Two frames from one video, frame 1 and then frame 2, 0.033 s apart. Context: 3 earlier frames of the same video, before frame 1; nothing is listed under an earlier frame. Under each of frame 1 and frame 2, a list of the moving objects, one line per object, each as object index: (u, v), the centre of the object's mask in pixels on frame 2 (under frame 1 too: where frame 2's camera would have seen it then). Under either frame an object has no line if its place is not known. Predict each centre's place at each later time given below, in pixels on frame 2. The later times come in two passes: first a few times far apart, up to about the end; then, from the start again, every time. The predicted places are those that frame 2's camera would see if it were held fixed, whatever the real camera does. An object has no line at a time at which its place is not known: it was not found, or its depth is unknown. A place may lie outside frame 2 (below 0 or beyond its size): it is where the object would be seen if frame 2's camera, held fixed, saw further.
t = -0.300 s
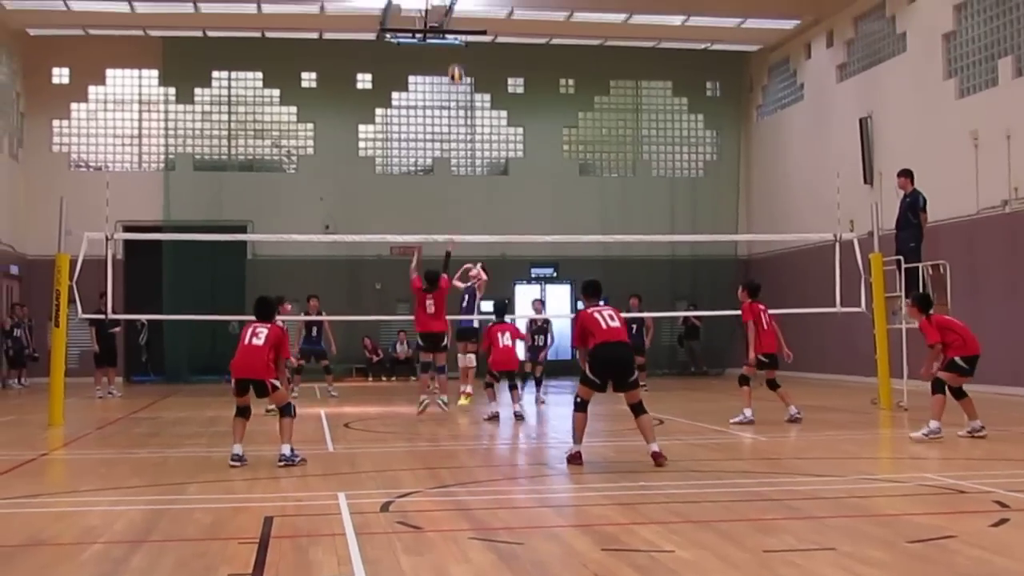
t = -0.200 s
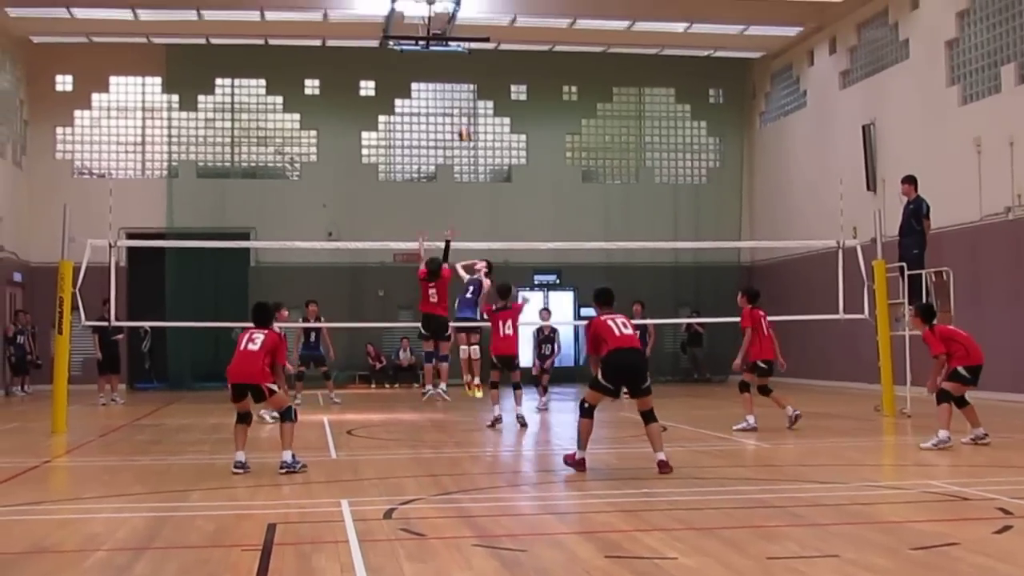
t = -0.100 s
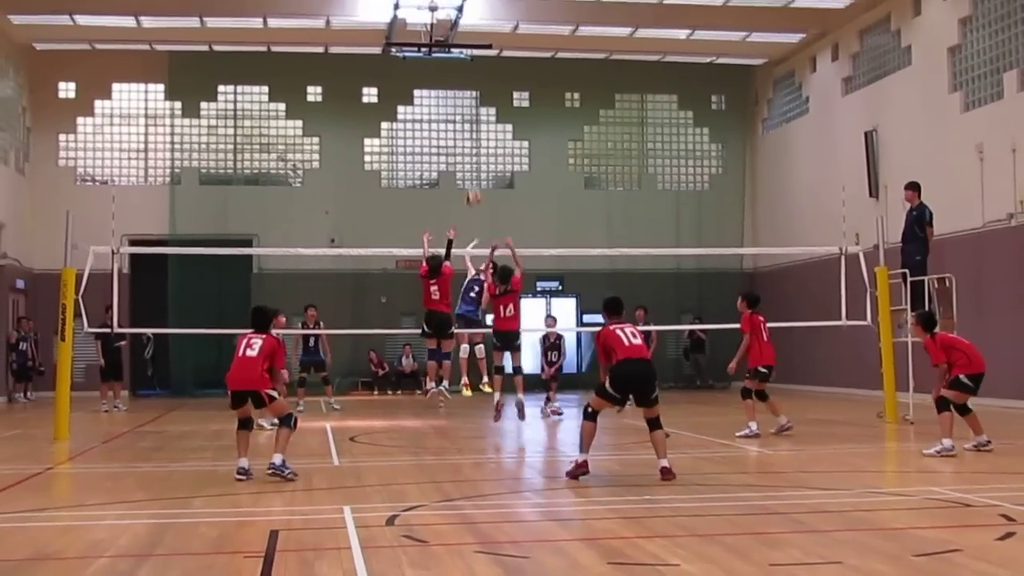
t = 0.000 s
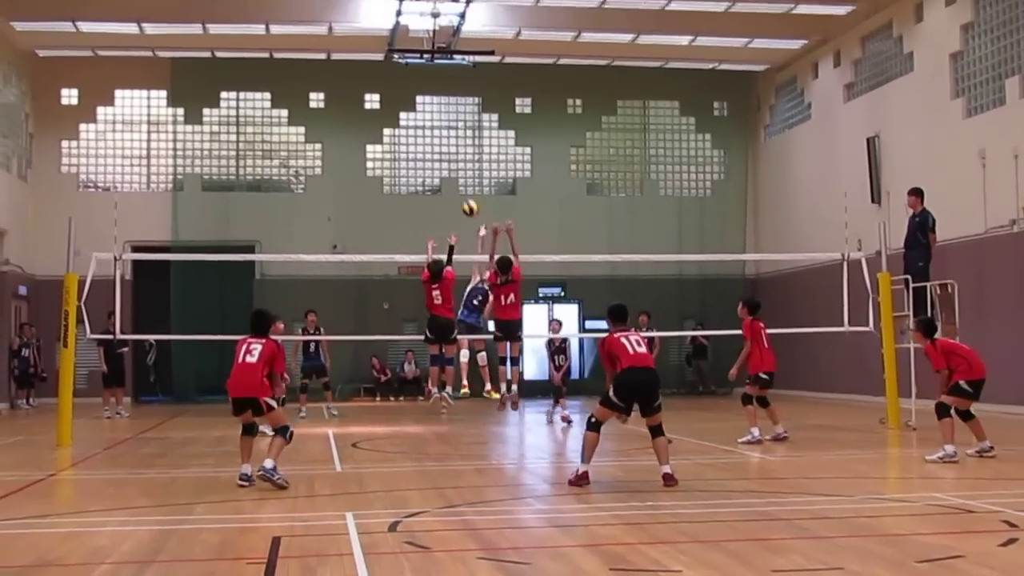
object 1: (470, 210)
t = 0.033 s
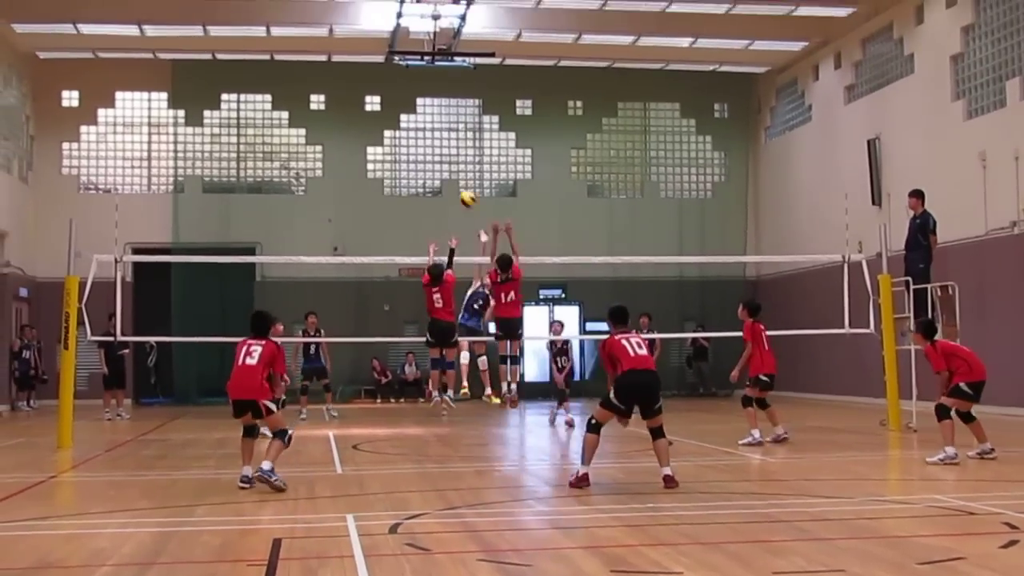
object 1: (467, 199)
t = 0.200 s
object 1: (446, 154)
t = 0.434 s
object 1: (411, 125)
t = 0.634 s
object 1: (374, 136)
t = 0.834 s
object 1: (333, 195)
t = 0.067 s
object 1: (463, 188)
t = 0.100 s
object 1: (459, 180)
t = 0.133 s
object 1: (454, 171)
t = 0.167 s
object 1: (450, 163)
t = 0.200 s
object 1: (446, 154)
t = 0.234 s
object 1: (440, 148)
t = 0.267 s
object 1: (436, 142)
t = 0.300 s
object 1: (431, 137)
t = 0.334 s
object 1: (426, 133)
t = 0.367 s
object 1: (421, 130)
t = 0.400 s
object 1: (415, 127)
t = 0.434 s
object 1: (411, 125)
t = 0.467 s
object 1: (405, 123)
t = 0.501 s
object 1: (399, 124)
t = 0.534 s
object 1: (393, 126)
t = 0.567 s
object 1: (387, 128)
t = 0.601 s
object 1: (381, 131)
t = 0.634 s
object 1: (374, 136)
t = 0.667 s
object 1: (367, 143)
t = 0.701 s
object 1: (361, 151)
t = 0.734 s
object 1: (355, 160)
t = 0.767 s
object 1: (348, 170)
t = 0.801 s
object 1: (341, 182)
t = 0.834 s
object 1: (333, 195)
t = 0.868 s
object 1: (325, 211)
